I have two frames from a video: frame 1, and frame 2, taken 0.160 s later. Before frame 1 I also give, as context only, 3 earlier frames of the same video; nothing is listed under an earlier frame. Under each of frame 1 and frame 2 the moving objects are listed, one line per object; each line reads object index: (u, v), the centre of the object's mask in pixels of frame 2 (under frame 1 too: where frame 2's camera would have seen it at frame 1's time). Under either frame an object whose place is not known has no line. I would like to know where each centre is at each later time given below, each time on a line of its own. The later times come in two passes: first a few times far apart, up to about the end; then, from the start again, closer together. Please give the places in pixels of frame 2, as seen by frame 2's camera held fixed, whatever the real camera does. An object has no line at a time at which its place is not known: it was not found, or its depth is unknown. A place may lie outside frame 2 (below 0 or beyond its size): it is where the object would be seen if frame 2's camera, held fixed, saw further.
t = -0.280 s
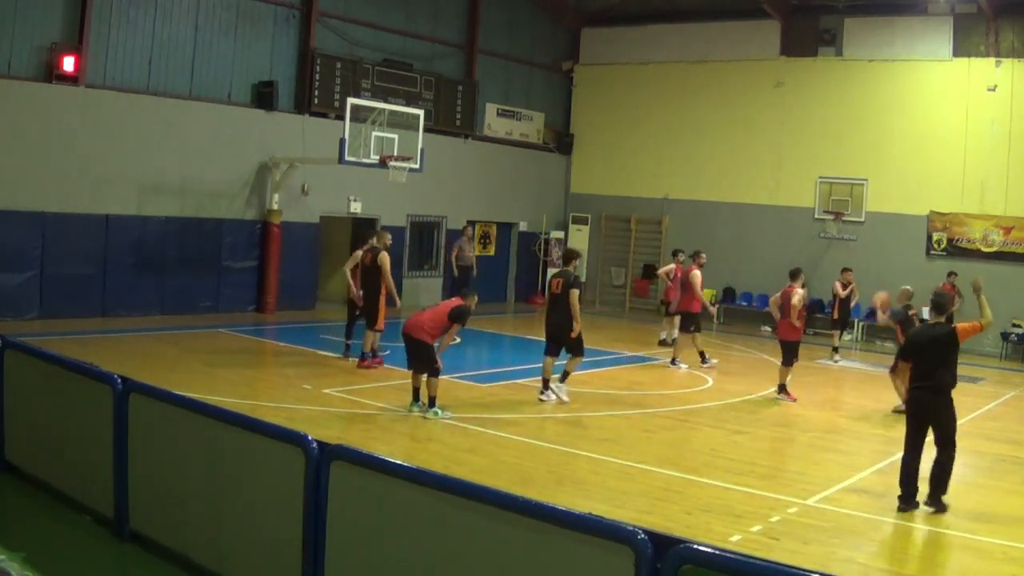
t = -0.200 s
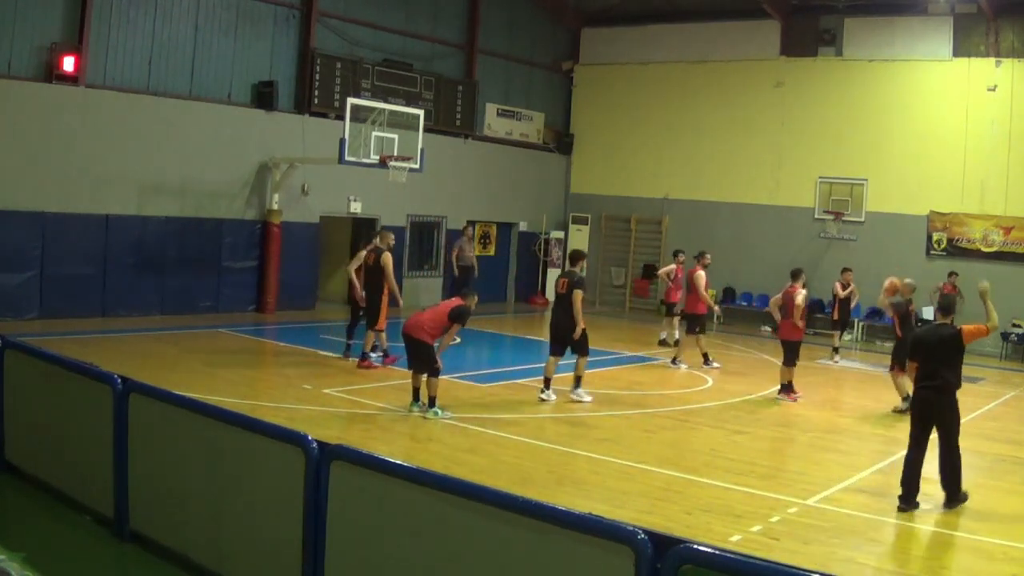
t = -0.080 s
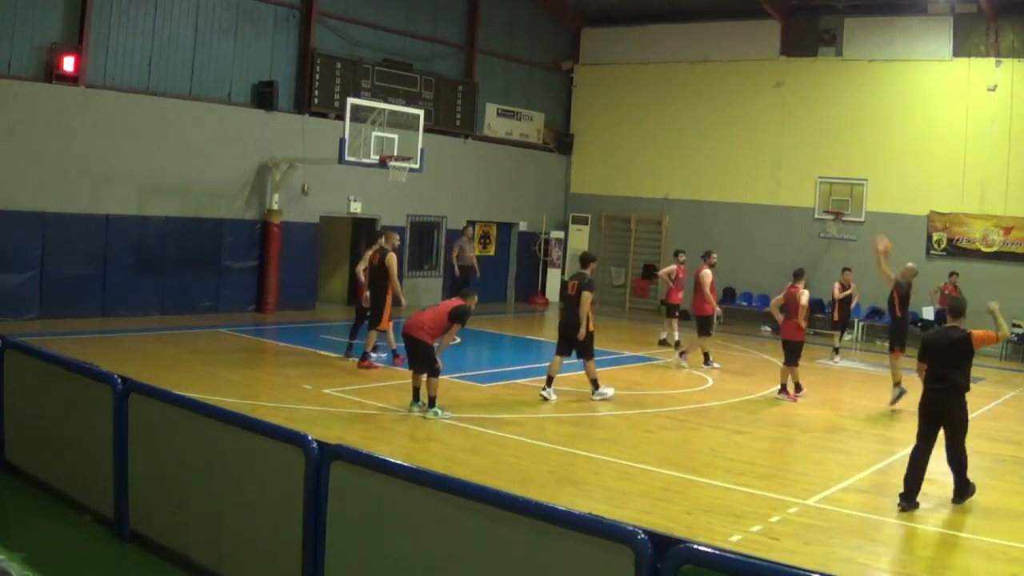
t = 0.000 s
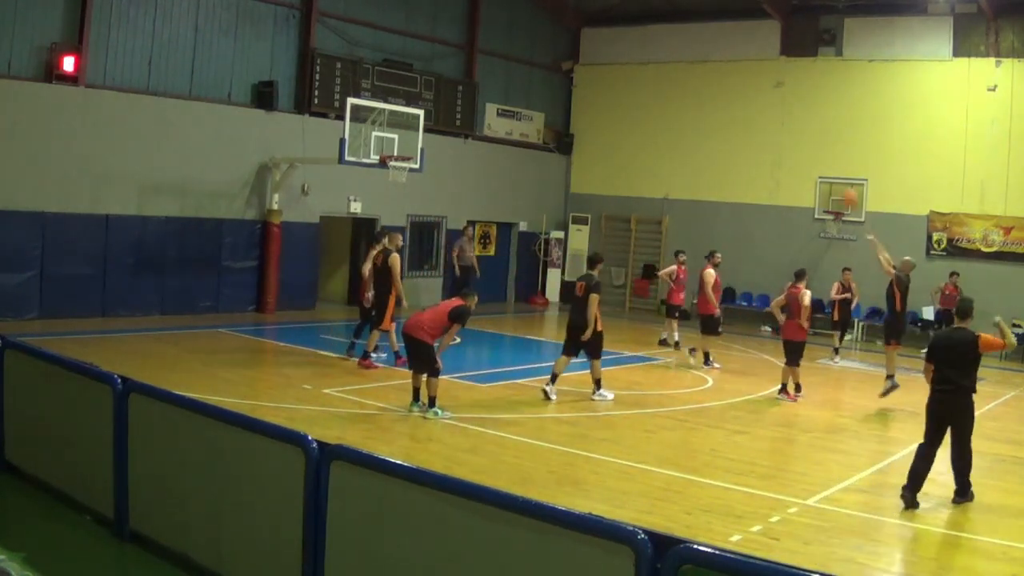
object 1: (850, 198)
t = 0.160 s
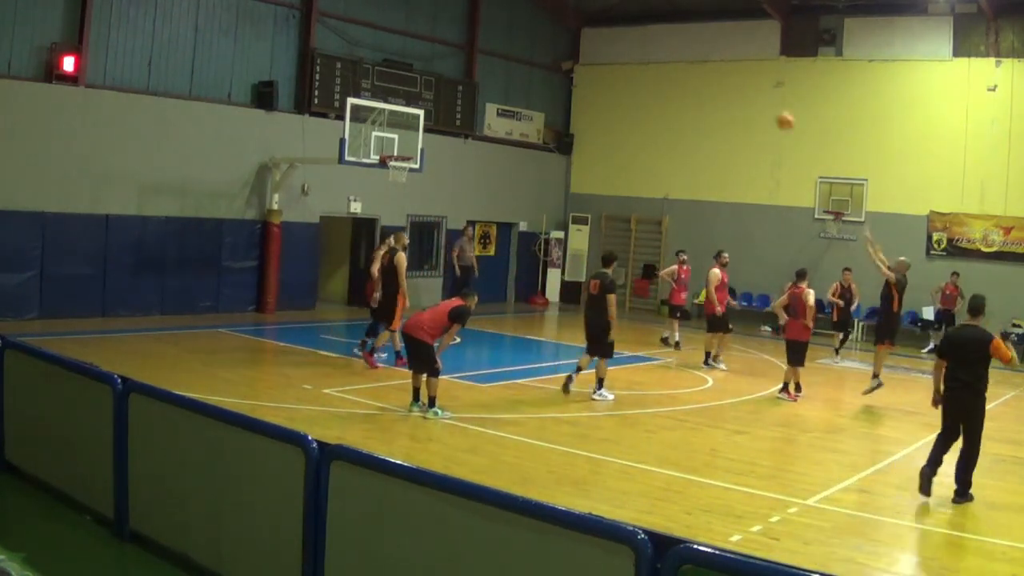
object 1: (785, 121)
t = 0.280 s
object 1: (737, 77)
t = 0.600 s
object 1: (617, 21)
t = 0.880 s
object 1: (524, 29)
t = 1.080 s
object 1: (463, 63)
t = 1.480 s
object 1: (403, 162)
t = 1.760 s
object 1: (389, 183)
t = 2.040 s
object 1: (368, 237)
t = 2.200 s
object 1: (355, 287)
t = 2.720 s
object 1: (331, 250)
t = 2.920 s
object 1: (323, 248)
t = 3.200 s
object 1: (309, 283)
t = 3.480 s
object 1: (294, 308)
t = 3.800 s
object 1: (278, 287)
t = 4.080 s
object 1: (261, 316)
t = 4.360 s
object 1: (246, 305)
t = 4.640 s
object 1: (231, 311)
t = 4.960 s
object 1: (213, 312)
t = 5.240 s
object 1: (197, 327)
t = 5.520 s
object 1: (181, 319)
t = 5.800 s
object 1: (165, 323)
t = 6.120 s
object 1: (147, 328)
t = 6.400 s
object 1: (131, 331)
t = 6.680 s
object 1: (116, 331)
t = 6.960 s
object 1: (100, 332)
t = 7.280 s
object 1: (82, 334)
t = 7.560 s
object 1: (67, 334)
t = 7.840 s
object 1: (52, 334)
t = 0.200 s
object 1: (769, 105)
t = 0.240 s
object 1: (752, 91)
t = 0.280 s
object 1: (737, 77)
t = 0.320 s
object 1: (722, 66)
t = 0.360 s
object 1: (707, 55)
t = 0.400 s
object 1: (692, 46)
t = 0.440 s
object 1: (678, 39)
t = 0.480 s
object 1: (661, 32)
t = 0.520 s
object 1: (646, 27)
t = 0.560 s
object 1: (632, 24)
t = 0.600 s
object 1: (617, 21)
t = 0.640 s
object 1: (603, 19)
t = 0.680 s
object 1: (590, 19)
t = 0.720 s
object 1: (576, 19)
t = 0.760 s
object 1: (563, 20)
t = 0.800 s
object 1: (549, 22)
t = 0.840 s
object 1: (537, 25)
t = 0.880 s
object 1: (524, 29)
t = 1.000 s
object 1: (487, 47)
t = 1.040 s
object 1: (474, 55)
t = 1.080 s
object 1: (463, 63)
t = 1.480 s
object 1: (403, 162)
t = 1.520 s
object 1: (405, 164)
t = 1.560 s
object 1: (403, 168)
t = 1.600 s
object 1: (401, 171)
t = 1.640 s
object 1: (399, 172)
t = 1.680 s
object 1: (395, 175)
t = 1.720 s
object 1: (392, 179)
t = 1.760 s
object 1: (389, 183)
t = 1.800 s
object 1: (386, 187)
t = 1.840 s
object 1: (384, 193)
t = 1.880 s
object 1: (381, 200)
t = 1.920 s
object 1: (378, 207)
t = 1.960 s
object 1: (375, 217)
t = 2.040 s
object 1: (368, 237)
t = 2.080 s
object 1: (365, 248)
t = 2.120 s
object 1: (361, 260)
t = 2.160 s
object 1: (358, 273)
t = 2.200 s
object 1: (355, 287)
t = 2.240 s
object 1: (351, 300)
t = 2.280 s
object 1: (349, 316)
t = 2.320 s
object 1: (346, 321)
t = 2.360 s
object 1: (344, 311)
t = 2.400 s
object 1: (344, 301)
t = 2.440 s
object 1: (343, 292)
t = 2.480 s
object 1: (342, 283)
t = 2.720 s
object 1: (331, 250)
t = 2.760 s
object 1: (330, 248)
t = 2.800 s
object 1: (328, 247)
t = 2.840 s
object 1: (327, 247)
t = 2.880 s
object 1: (325, 247)
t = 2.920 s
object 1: (323, 248)
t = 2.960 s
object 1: (322, 250)
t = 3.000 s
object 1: (319, 254)
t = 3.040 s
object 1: (317, 258)
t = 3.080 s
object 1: (315, 263)
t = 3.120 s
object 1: (313, 268)
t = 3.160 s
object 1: (311, 275)
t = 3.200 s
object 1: (309, 283)
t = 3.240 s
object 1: (307, 292)
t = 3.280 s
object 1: (304, 302)
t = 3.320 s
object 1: (302, 312)
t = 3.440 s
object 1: (296, 316)
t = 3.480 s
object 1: (294, 308)
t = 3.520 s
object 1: (292, 303)
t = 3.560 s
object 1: (290, 299)
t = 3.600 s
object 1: (288, 294)
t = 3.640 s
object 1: (286, 291)
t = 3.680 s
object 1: (284, 288)
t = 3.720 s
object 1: (282, 287)
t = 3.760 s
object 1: (280, 286)
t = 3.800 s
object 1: (278, 287)
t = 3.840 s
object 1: (276, 288)
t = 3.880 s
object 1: (273, 290)
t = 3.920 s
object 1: (270, 294)
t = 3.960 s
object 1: (267, 299)
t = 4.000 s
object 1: (265, 303)
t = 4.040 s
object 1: (263, 308)
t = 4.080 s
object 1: (261, 316)
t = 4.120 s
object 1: (257, 324)
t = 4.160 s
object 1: (255, 329)
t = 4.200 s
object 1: (254, 321)
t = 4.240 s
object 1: (252, 315)
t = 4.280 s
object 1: (250, 311)
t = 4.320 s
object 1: (248, 307)
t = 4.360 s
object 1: (246, 305)
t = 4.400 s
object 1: (244, 303)
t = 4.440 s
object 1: (241, 302)
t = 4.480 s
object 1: (239, 302)
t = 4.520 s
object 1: (237, 303)
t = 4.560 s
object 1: (235, 305)
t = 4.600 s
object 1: (233, 308)
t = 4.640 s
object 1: (231, 311)
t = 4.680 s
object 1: (229, 317)
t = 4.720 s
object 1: (227, 322)
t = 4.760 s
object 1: (223, 328)
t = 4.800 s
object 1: (221, 327)
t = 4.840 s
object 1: (220, 322)
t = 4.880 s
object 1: (217, 318)
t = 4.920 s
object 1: (215, 315)
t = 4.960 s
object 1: (213, 312)
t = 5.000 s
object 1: (211, 312)
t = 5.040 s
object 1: (209, 312)
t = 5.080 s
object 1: (206, 313)
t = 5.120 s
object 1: (204, 314)
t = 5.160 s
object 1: (202, 318)
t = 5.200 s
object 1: (199, 322)
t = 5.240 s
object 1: (197, 327)
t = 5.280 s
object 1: (193, 331)
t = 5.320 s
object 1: (192, 326)
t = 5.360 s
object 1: (190, 323)
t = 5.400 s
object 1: (188, 321)
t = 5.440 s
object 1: (186, 319)
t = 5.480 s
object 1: (183, 319)
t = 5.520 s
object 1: (181, 319)
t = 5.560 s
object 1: (179, 321)
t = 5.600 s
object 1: (176, 322)
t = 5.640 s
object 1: (173, 325)
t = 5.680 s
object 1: (171, 331)
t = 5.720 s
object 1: (169, 329)
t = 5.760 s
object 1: (167, 326)
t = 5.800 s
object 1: (165, 323)
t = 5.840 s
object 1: (164, 323)
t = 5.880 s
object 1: (161, 322)
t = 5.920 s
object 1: (159, 322)
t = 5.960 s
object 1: (156, 324)
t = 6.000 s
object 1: (154, 327)
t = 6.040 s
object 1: (151, 331)
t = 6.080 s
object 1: (149, 331)
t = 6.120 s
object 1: (147, 328)
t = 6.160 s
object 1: (145, 326)
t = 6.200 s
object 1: (143, 326)
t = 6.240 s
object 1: (141, 326)
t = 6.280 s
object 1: (137, 327)
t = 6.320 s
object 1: (136, 330)
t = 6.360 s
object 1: (133, 333)
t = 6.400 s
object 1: (131, 331)
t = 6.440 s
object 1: (129, 329)
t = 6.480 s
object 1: (127, 328)
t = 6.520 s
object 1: (125, 329)
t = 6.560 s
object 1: (123, 329)
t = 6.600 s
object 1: (121, 332)
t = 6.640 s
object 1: (118, 332)
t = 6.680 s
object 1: (116, 331)
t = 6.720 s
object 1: (114, 330)
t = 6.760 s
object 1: (112, 331)
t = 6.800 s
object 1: (109, 331)
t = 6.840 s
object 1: (106, 333)
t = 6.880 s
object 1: (105, 332)
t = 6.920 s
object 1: (102, 332)
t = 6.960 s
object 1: (100, 332)
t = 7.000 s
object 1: (98, 333)
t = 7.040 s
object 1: (95, 332)
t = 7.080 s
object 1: (94, 332)
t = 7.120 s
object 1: (91, 333)
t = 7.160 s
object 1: (89, 333)
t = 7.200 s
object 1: (87, 333)
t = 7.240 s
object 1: (85, 333)
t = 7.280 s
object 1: (82, 334)
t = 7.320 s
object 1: (80, 333)
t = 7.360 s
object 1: (78, 333)
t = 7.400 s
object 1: (76, 334)
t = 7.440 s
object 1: (74, 333)
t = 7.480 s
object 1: (71, 334)
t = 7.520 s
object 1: (69, 334)
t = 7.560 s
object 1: (67, 334)
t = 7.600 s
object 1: (65, 334)
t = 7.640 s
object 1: (63, 334)
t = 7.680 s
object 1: (61, 334)
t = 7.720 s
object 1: (59, 334)
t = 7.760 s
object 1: (57, 334)
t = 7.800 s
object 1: (55, 334)
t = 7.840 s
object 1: (52, 334)
